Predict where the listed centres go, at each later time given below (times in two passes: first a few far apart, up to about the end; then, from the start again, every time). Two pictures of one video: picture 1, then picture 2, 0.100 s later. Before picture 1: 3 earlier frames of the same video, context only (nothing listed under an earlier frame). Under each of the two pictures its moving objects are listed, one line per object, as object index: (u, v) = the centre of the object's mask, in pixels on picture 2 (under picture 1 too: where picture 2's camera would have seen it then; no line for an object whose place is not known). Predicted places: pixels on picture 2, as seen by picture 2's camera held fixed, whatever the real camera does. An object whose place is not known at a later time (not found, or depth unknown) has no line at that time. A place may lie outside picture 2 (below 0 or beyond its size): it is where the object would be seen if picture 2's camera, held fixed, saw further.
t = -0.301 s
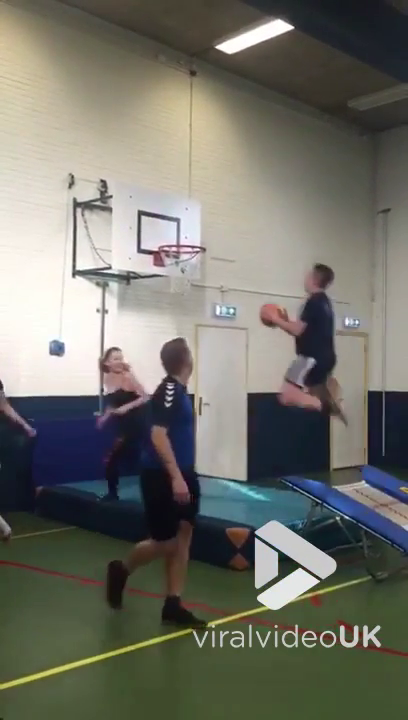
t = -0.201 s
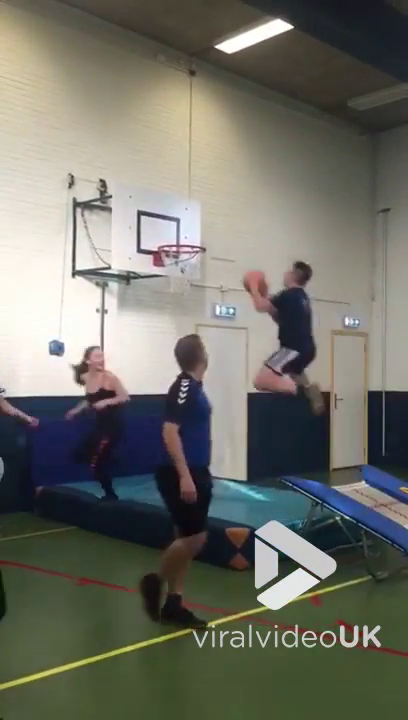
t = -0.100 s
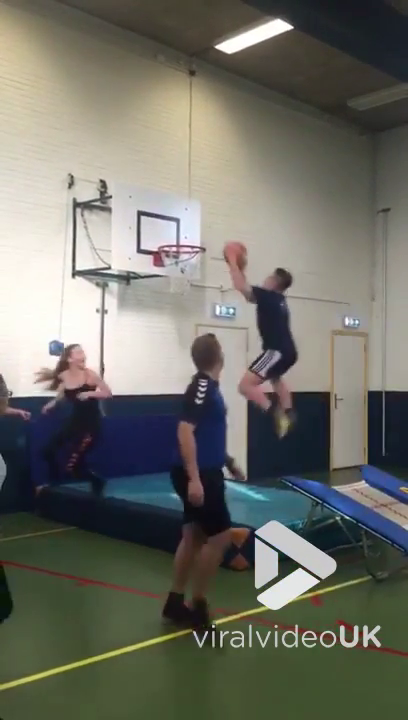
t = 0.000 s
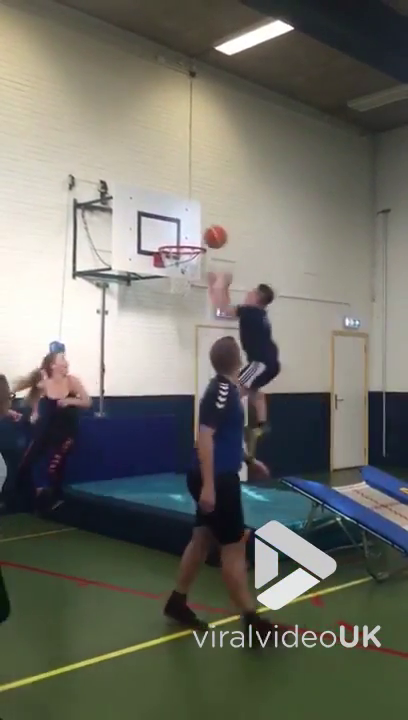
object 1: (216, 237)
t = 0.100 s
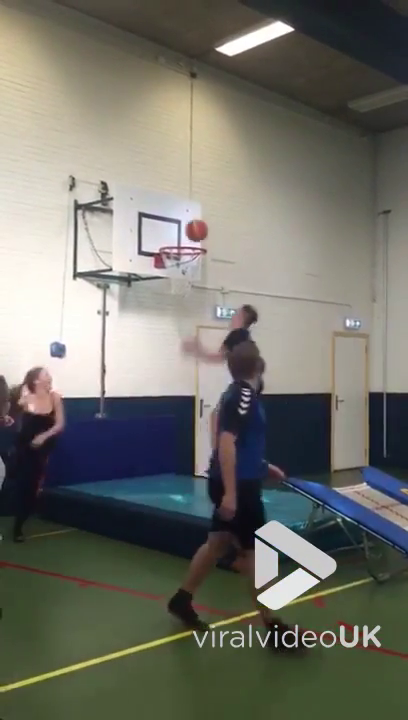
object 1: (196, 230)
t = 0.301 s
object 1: (162, 239)
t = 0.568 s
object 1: (180, 241)
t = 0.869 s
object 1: (189, 270)
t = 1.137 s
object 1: (179, 284)
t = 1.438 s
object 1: (174, 338)
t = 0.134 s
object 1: (190, 230)
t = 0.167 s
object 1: (184, 231)
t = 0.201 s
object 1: (178, 233)
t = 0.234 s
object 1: (172, 236)
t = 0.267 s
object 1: (166, 240)
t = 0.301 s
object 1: (162, 239)
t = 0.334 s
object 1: (164, 236)
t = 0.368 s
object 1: (166, 233)
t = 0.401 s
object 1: (169, 232)
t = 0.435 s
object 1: (171, 232)
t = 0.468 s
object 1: (173, 233)
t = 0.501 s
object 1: (175, 234)
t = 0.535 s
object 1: (177, 237)
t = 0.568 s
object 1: (180, 241)
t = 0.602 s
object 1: (182, 245)
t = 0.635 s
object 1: (183, 247)
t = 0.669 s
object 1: (186, 252)
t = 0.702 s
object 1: (187, 258)
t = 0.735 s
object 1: (188, 262)
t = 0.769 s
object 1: (189, 265)
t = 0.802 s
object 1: (189, 267)
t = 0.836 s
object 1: (189, 269)
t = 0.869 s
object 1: (189, 270)
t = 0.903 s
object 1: (188, 270)
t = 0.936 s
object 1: (187, 272)
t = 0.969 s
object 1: (186, 273)
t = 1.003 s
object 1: (184, 274)
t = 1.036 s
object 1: (183, 278)
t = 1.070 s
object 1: (182, 279)
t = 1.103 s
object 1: (181, 283)
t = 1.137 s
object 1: (179, 284)
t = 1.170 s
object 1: (179, 286)
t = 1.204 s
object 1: (178, 294)
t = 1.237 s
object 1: (177, 294)
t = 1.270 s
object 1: (177, 300)
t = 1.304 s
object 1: (176, 304)
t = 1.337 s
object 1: (176, 311)
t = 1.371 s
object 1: (175, 318)
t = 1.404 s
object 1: (174, 327)
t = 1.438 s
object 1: (174, 338)
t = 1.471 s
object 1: (173, 348)
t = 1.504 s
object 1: (173, 360)
